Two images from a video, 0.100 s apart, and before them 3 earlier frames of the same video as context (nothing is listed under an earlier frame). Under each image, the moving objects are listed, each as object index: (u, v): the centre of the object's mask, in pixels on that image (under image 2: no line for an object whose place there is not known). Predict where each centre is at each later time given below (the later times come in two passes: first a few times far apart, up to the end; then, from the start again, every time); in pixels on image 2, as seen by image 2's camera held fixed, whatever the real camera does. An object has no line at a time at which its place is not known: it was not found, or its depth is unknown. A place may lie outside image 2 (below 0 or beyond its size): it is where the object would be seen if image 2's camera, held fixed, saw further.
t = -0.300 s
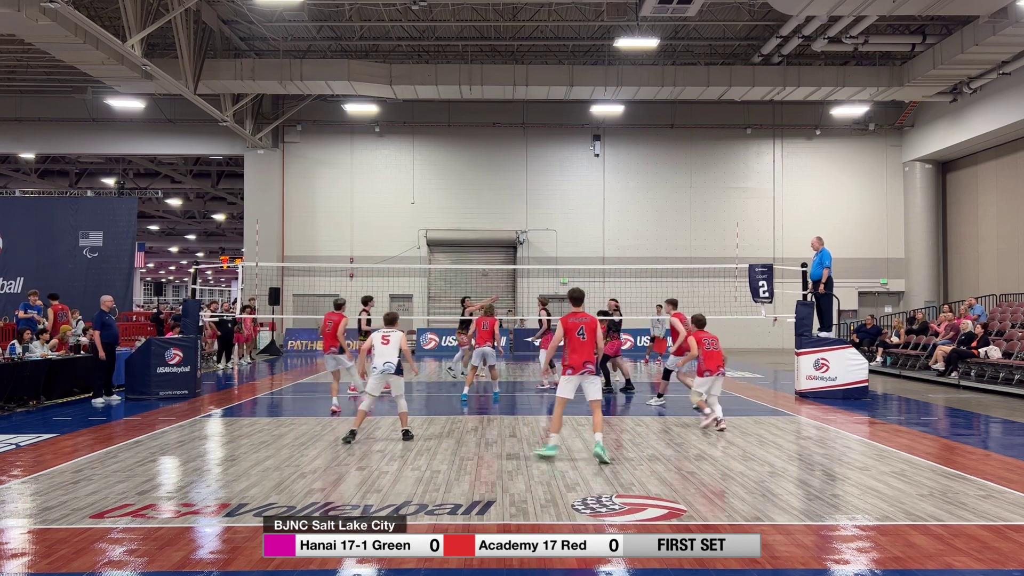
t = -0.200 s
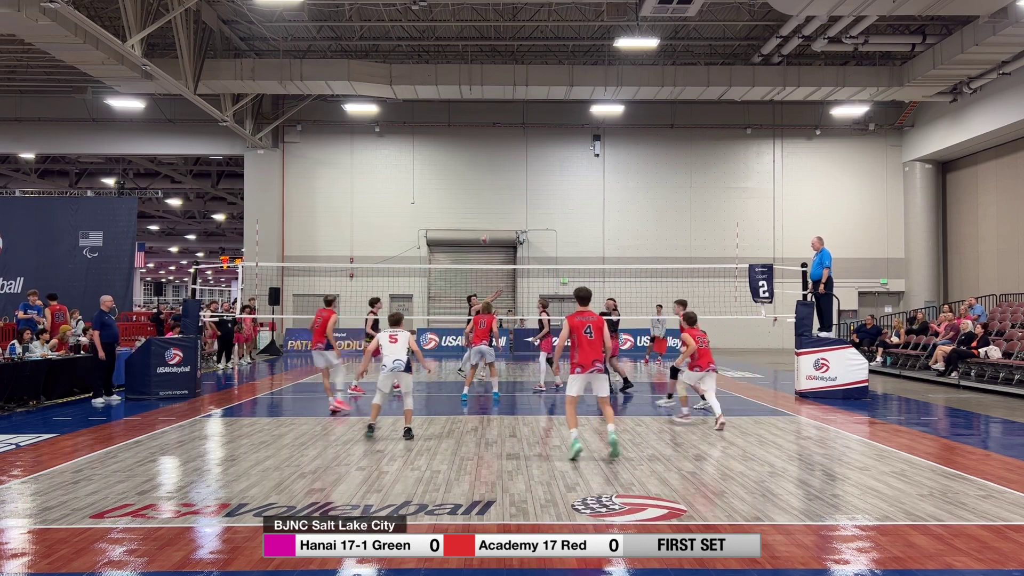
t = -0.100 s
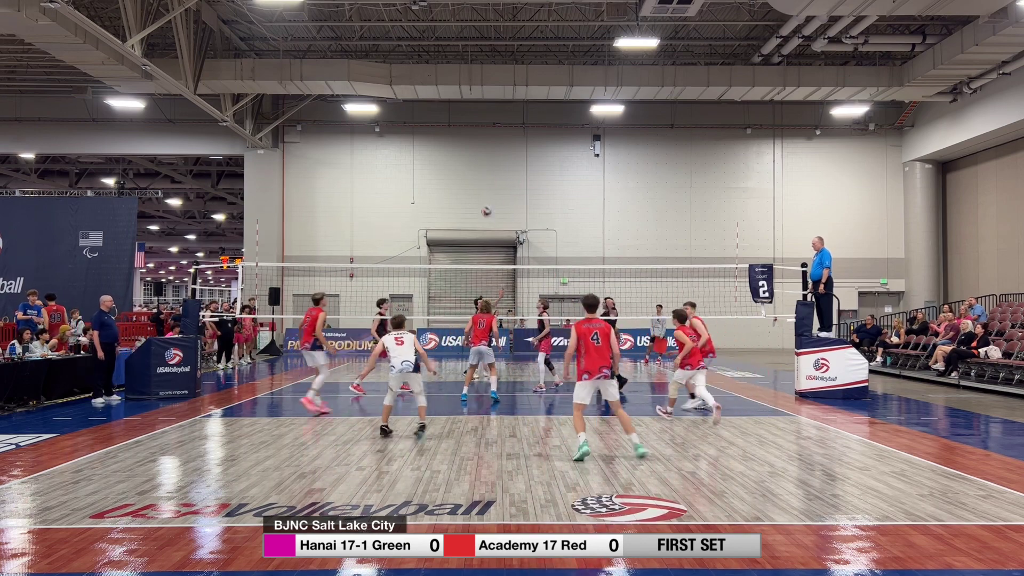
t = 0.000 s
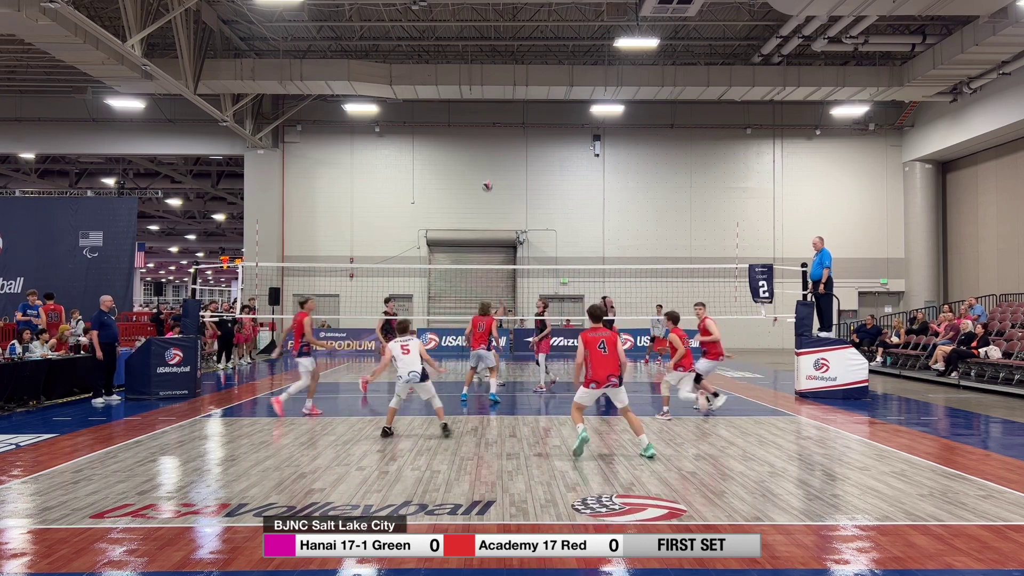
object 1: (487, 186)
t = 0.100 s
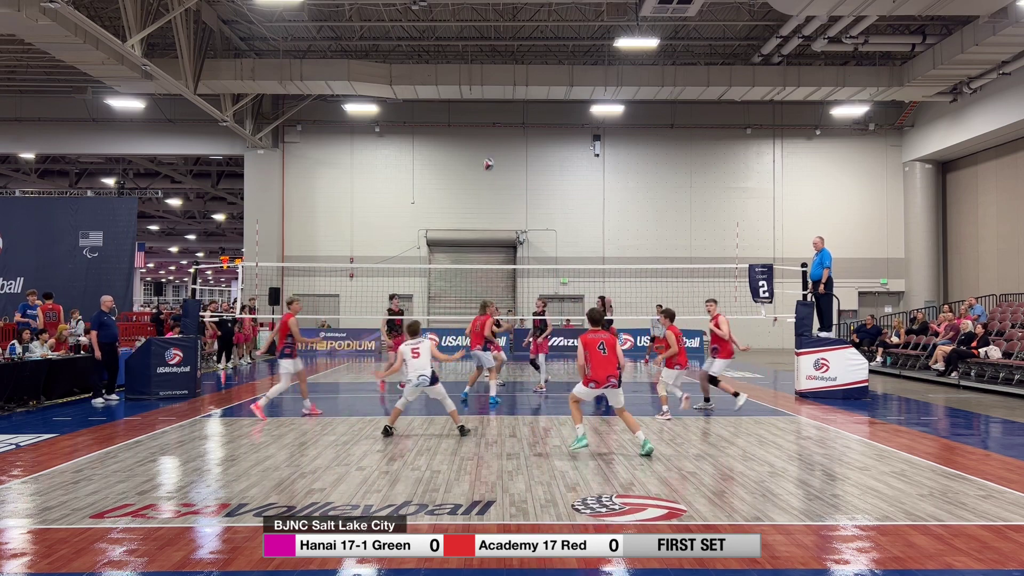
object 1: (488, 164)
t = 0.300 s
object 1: (490, 134)
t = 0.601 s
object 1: (491, 128)
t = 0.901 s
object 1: (491, 191)
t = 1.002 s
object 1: (491, 230)
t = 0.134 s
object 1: (488, 157)
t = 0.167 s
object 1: (489, 152)
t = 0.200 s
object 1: (489, 146)
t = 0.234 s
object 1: (489, 141)
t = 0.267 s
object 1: (489, 138)
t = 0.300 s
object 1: (490, 134)
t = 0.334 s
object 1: (490, 130)
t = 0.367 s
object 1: (490, 128)
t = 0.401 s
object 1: (490, 126)
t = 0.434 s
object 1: (490, 124)
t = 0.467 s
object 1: (490, 124)
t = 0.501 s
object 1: (490, 124)
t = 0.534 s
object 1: (491, 125)
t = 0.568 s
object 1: (491, 126)
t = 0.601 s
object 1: (491, 128)
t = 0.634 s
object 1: (491, 131)
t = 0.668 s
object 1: (491, 135)
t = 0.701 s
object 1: (491, 140)
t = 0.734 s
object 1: (491, 145)
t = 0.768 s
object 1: (491, 152)
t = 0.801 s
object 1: (491, 160)
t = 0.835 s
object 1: (491, 169)
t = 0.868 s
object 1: (491, 179)
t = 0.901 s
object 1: (491, 191)
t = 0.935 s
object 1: (491, 202)
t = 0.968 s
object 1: (491, 215)
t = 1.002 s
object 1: (491, 230)
